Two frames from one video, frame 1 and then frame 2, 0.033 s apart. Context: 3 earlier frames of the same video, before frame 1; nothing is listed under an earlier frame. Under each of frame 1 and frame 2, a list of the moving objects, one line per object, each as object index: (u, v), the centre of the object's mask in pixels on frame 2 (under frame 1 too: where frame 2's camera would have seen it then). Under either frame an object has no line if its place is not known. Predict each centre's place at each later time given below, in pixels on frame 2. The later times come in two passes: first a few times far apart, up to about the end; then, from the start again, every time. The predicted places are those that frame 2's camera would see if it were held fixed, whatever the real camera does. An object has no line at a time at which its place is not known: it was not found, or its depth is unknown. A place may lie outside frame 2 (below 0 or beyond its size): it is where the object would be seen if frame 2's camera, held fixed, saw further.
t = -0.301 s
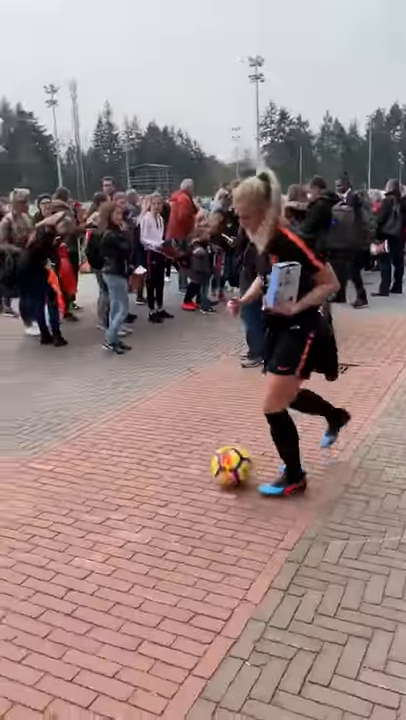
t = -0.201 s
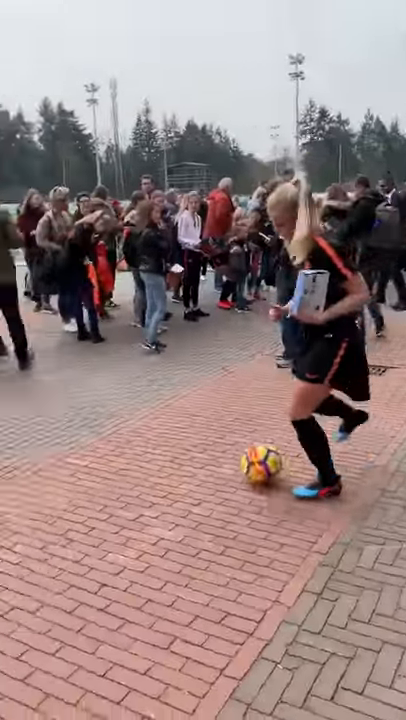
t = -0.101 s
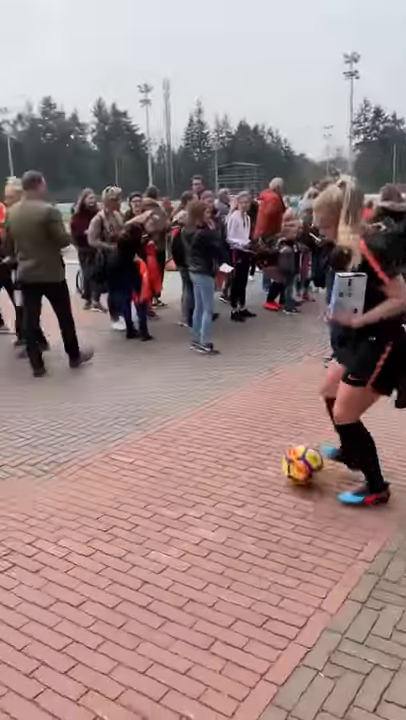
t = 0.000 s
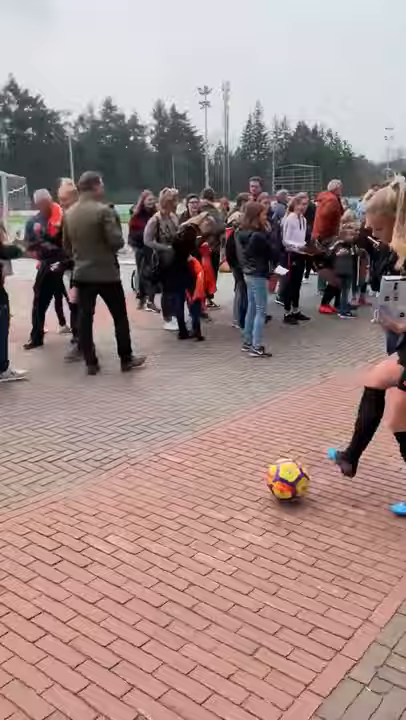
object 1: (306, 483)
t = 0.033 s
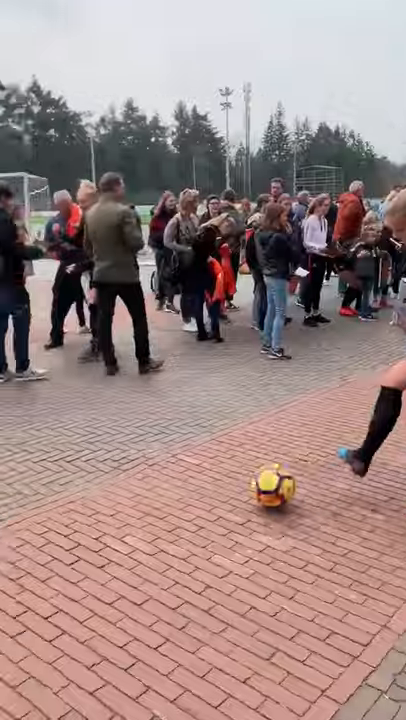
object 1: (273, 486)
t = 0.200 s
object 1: (110, 502)
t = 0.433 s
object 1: (-89, 518)
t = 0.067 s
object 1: (240, 488)
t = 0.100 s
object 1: (206, 494)
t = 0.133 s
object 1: (172, 500)
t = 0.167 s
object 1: (142, 499)
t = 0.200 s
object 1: (110, 502)
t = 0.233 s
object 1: (80, 506)
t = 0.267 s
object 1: (51, 507)
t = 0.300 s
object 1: (23, 509)
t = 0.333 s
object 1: (-6, 512)
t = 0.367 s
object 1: (-33, 512)
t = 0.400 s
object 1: (-63, 515)
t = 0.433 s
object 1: (-89, 518)
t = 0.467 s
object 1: (-118, 519)
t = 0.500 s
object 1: (-147, 520)
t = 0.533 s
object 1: (-175, 524)
